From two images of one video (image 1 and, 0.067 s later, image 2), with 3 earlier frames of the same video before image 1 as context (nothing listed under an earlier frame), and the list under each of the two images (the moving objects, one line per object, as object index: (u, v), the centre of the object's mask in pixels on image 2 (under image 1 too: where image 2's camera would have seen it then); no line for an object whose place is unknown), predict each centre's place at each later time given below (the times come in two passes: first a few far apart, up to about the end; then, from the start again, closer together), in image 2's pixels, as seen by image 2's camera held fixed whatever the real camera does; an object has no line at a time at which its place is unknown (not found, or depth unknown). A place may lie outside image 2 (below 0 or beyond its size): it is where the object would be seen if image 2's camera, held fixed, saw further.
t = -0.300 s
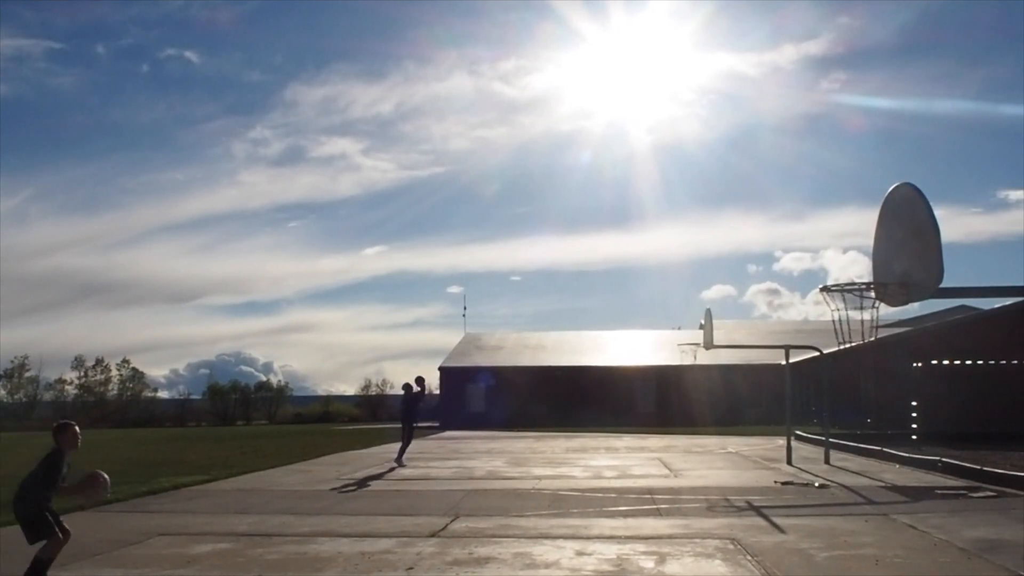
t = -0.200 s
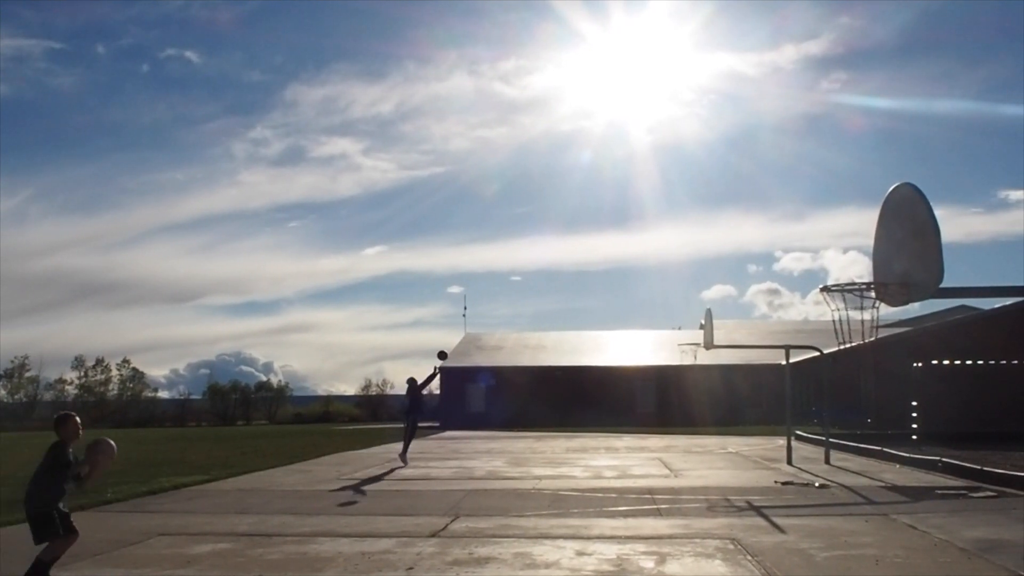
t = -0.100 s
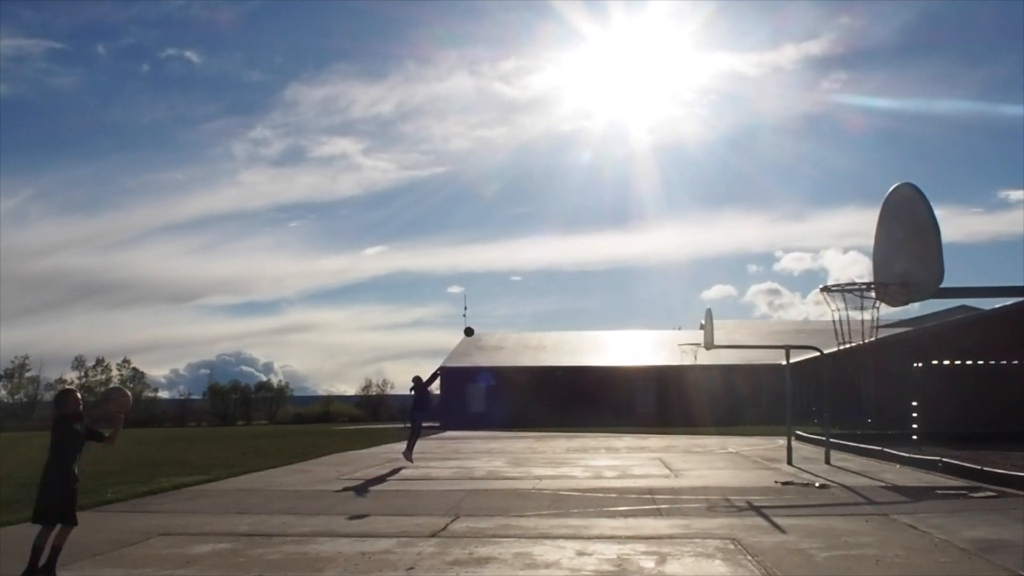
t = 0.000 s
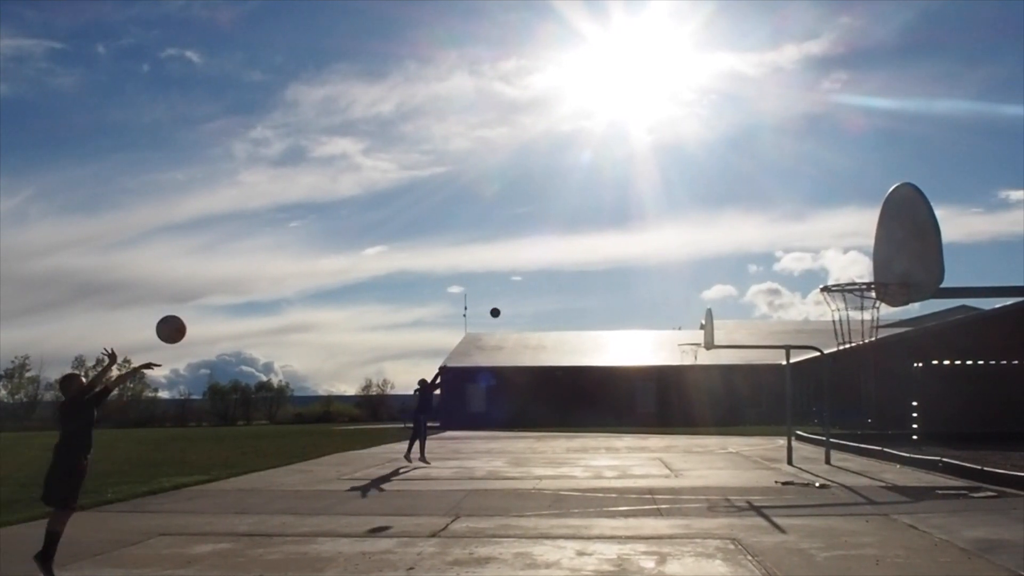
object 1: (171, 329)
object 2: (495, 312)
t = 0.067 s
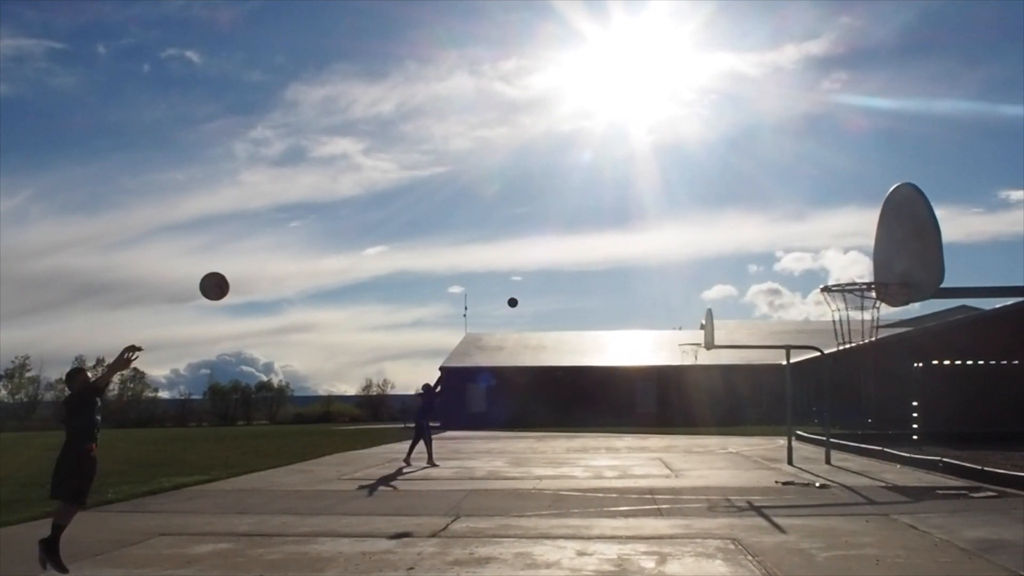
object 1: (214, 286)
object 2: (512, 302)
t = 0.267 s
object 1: (343, 191)
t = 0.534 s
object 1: (518, 139)
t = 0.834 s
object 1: (723, 182)
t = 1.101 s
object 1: (838, 295)
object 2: (691, 344)
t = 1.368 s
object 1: (871, 325)
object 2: (687, 350)
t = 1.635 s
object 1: (879, 395)
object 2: (694, 361)
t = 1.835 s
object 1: (888, 511)
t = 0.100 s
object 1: (235, 267)
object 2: (521, 297)
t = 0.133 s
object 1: (257, 248)
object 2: (530, 294)
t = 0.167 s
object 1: (279, 232)
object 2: (538, 291)
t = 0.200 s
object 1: (300, 217)
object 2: (547, 288)
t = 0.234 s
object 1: (322, 203)
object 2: (556, 286)
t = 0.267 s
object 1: (343, 191)
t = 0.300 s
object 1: (365, 180)
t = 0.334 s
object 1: (387, 170)
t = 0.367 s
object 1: (409, 161)
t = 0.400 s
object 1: (430, 154)
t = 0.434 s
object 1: (452, 148)
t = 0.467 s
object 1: (474, 144)
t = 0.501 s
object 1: (496, 140)
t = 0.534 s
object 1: (518, 139)
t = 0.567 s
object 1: (541, 138)
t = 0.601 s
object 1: (563, 139)
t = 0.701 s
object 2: (677, 308)
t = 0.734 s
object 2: (685, 314)
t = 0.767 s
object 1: (677, 162)
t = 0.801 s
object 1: (700, 171)
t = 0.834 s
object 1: (723, 182)
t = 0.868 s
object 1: (746, 194)
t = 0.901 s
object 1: (770, 207)
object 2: (685, 342)
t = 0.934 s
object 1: (794, 222)
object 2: (686, 343)
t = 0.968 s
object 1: (818, 239)
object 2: (690, 343)
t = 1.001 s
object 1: (842, 257)
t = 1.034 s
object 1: (867, 277)
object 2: (693, 343)
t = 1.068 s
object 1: (861, 287)
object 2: (692, 343)
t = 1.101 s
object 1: (838, 295)
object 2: (691, 344)
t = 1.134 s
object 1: (840, 297)
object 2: (688, 345)
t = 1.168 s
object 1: (849, 302)
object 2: (686, 346)
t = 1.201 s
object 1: (856, 306)
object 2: (684, 347)
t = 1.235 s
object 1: (862, 310)
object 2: (683, 348)
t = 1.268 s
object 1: (866, 313)
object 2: (684, 348)
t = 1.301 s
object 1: (869, 317)
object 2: (684, 349)
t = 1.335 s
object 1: (871, 321)
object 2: (685, 349)
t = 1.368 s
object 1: (871, 325)
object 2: (687, 350)
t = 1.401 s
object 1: (872, 330)
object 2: (688, 351)
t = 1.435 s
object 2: (689, 352)
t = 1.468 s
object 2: (691, 353)
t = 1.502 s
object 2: (692, 355)
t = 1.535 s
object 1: (875, 358)
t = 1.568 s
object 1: (876, 369)
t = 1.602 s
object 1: (878, 381)
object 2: (694, 359)
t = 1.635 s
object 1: (879, 395)
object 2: (694, 361)
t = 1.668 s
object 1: (880, 411)
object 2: (694, 362)
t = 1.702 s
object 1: (882, 427)
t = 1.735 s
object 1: (883, 446)
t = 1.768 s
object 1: (884, 466)
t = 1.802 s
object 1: (886, 488)
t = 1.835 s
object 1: (888, 511)
